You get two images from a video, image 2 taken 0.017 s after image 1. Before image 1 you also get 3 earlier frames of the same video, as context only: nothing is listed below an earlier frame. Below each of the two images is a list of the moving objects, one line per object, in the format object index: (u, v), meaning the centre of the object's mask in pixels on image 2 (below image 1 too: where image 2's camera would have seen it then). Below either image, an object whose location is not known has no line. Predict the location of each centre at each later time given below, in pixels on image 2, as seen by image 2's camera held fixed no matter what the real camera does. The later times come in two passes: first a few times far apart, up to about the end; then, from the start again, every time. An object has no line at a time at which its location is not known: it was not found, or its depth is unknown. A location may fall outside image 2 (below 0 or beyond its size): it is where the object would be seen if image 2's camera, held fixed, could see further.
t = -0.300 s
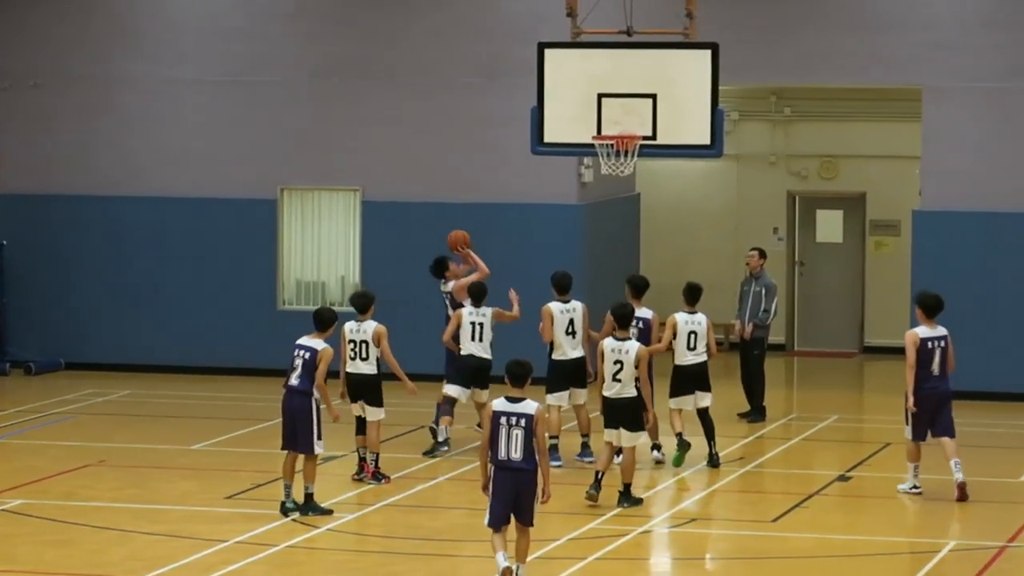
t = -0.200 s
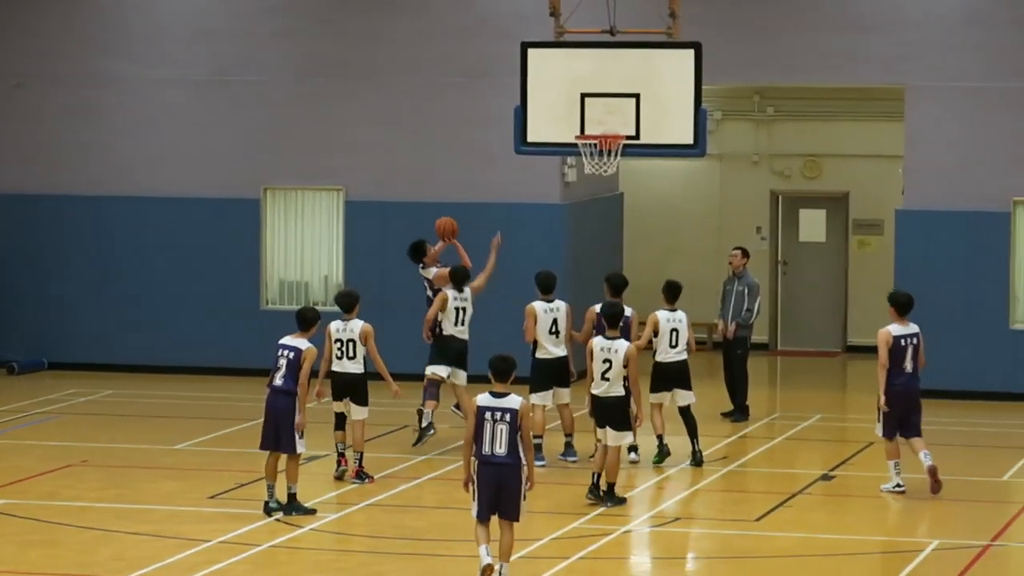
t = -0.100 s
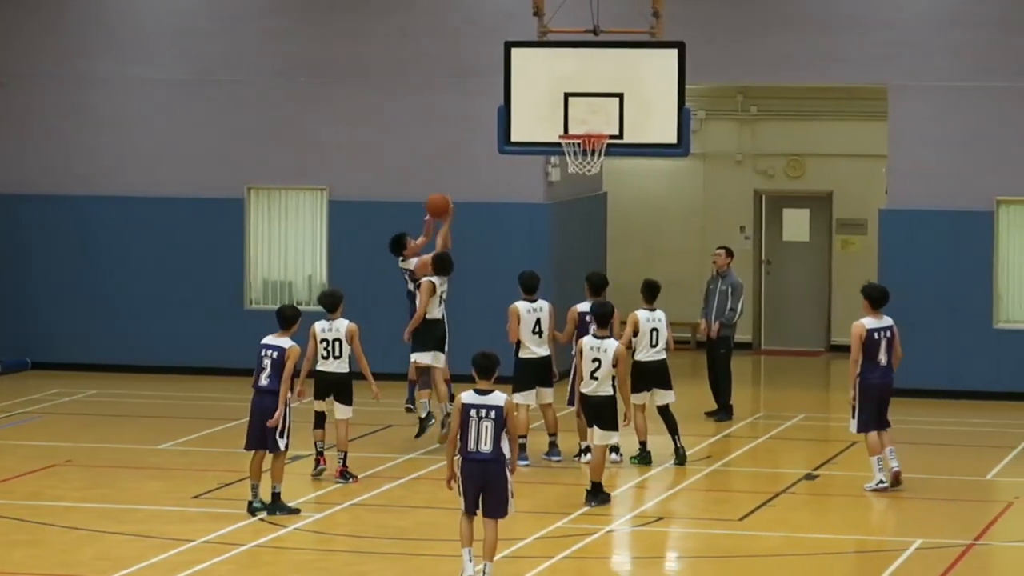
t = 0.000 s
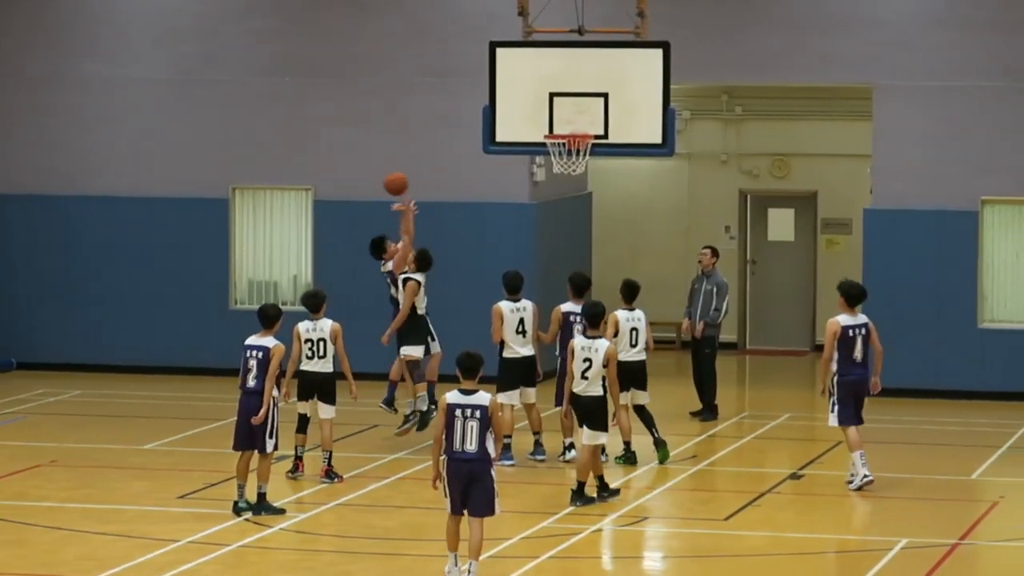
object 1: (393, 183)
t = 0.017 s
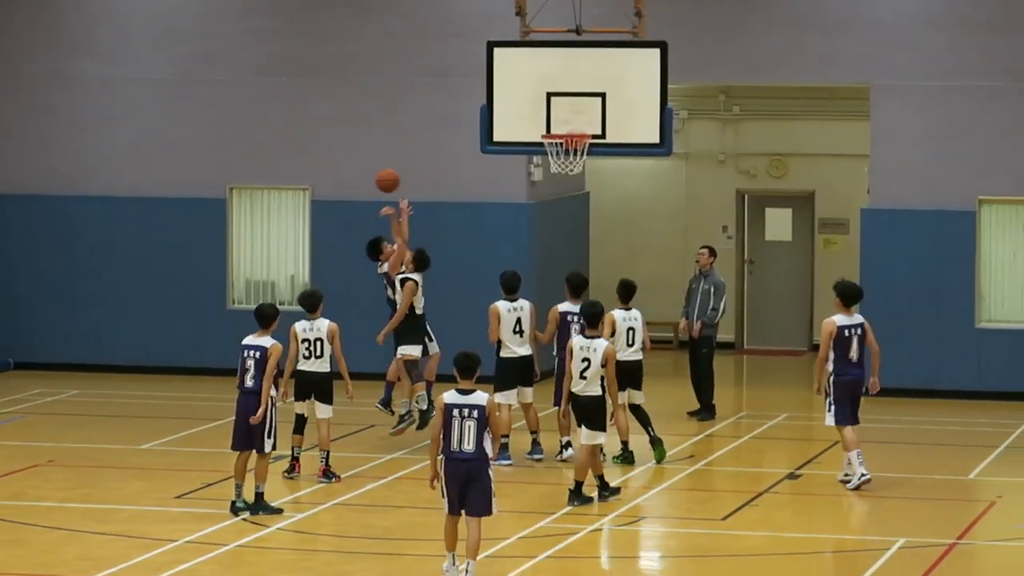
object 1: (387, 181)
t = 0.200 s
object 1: (325, 168)
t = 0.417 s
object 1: (253, 197)
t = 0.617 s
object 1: (186, 263)
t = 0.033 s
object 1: (382, 178)
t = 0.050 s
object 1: (376, 176)
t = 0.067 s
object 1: (370, 174)
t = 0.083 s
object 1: (365, 172)
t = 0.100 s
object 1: (359, 171)
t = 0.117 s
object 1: (353, 170)
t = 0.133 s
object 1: (348, 169)
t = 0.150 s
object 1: (342, 168)
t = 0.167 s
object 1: (337, 168)
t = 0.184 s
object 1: (331, 168)
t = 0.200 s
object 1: (325, 168)
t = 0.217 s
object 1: (320, 169)
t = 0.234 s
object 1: (314, 170)
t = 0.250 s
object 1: (308, 171)
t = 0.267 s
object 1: (303, 172)
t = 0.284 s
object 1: (297, 174)
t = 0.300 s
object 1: (292, 176)
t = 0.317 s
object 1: (286, 178)
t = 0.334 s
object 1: (281, 180)
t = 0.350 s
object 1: (275, 183)
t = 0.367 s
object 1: (269, 186)
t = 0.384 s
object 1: (264, 190)
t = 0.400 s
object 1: (259, 193)
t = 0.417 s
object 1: (253, 197)
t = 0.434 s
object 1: (247, 201)
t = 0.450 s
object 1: (241, 206)
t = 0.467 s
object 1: (236, 210)
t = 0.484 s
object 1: (230, 215)
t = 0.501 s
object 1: (225, 220)
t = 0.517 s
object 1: (219, 225)
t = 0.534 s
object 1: (214, 231)
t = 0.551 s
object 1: (209, 237)
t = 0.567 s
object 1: (203, 243)
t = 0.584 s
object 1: (198, 249)
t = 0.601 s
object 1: (192, 256)
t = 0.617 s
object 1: (186, 263)
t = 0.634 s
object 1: (181, 270)
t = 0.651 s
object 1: (176, 278)
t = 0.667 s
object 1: (169, 286)
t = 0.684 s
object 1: (164, 294)
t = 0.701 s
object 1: (158, 302)
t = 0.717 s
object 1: (153, 311)
